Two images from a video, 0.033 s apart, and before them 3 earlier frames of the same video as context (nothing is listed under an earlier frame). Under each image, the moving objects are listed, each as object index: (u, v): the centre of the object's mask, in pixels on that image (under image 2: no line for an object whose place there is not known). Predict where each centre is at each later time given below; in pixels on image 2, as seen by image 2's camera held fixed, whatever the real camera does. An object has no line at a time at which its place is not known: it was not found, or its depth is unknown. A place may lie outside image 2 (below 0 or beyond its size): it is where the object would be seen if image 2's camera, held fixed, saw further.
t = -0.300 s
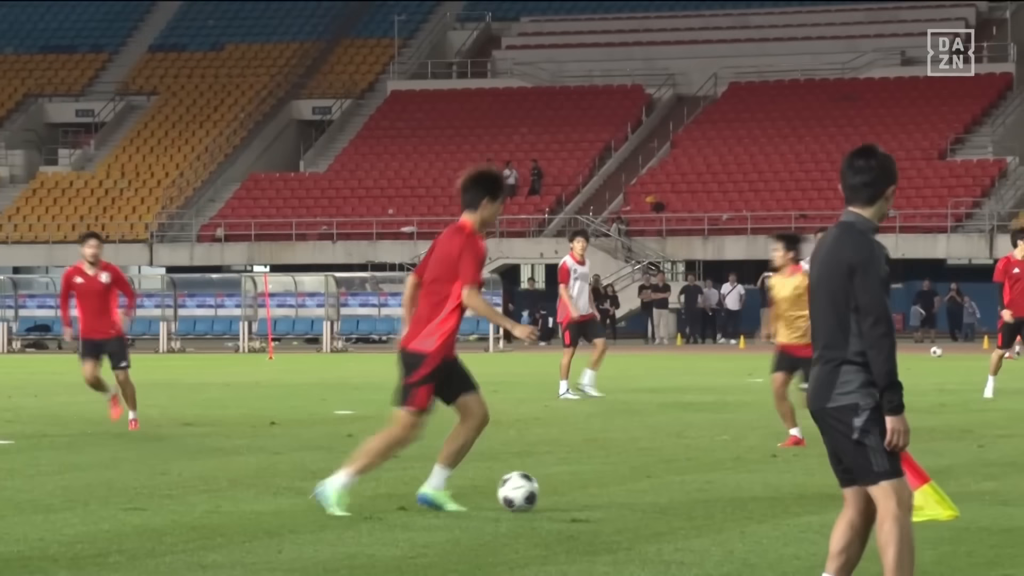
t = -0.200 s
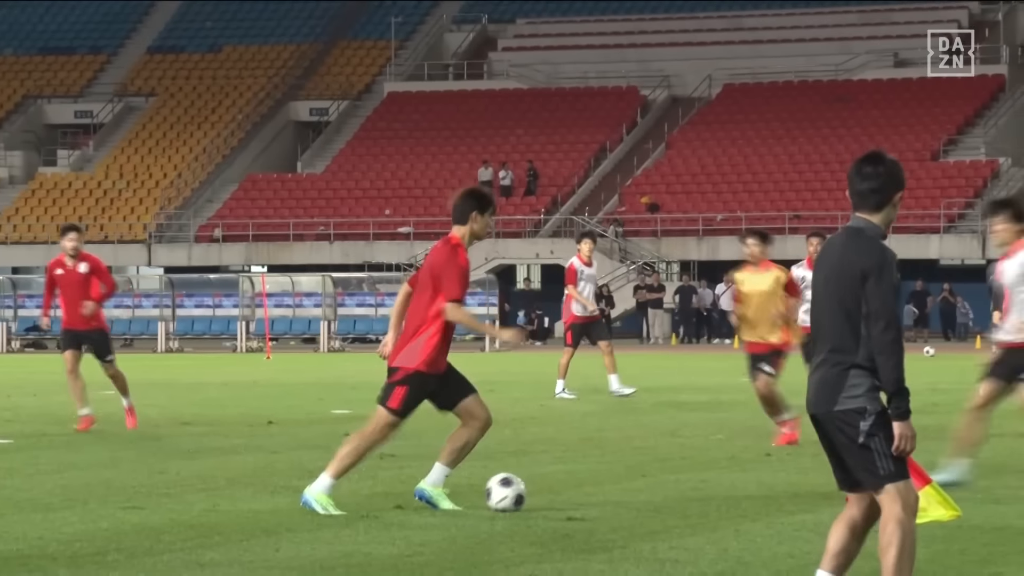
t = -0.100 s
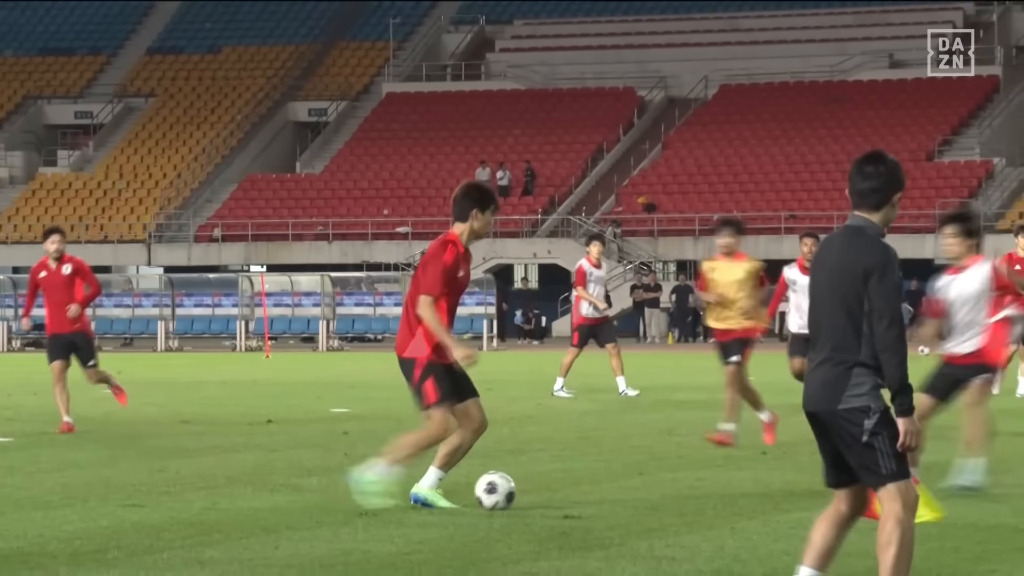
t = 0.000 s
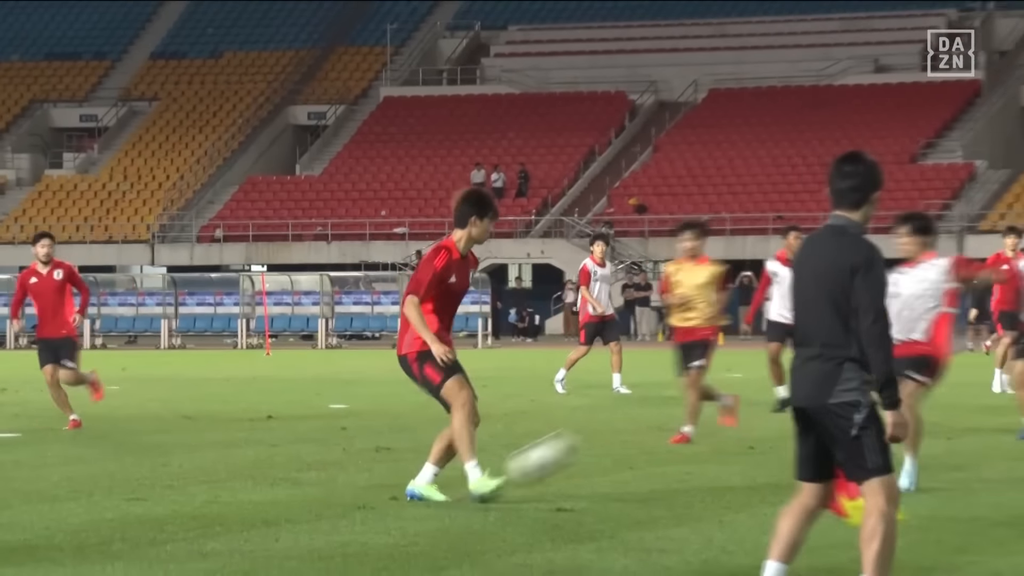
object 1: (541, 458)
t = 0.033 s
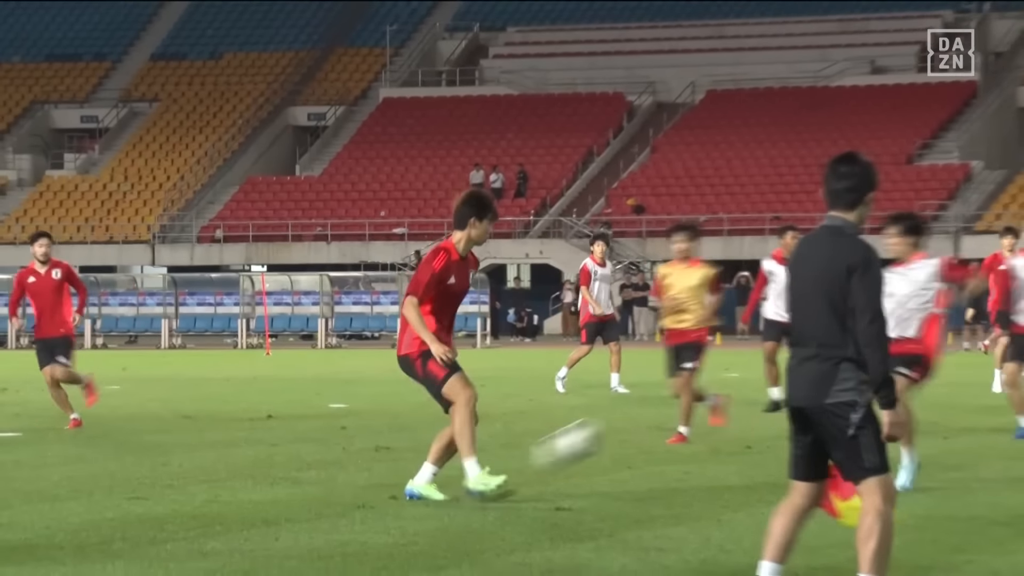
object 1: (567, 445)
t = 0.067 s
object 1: (629, 420)
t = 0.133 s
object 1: (721, 388)
